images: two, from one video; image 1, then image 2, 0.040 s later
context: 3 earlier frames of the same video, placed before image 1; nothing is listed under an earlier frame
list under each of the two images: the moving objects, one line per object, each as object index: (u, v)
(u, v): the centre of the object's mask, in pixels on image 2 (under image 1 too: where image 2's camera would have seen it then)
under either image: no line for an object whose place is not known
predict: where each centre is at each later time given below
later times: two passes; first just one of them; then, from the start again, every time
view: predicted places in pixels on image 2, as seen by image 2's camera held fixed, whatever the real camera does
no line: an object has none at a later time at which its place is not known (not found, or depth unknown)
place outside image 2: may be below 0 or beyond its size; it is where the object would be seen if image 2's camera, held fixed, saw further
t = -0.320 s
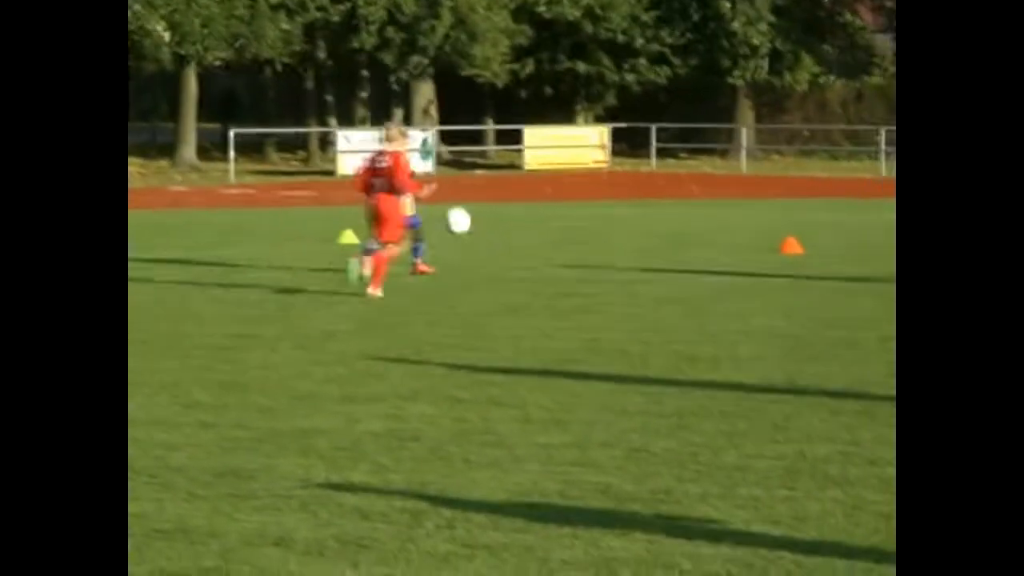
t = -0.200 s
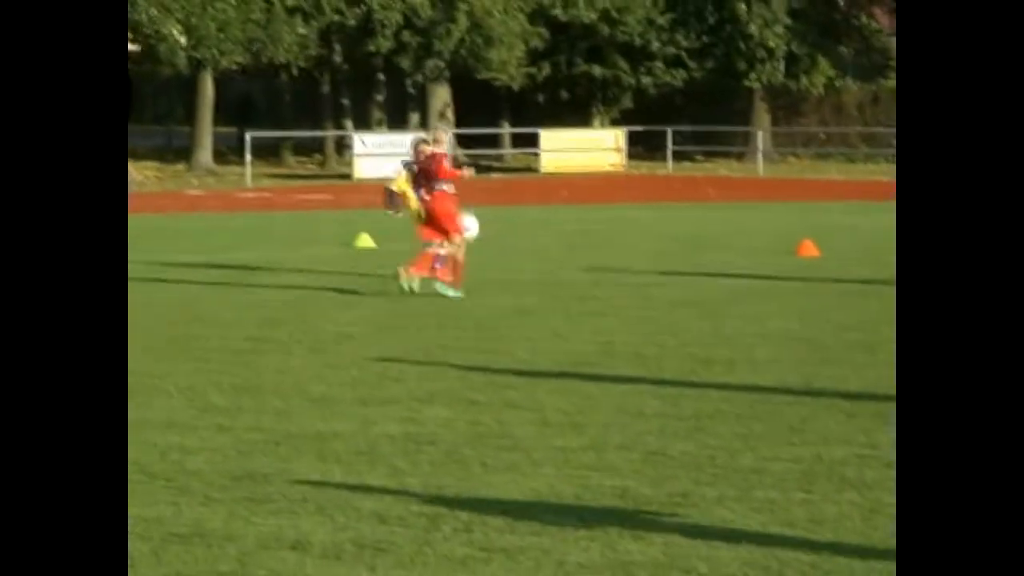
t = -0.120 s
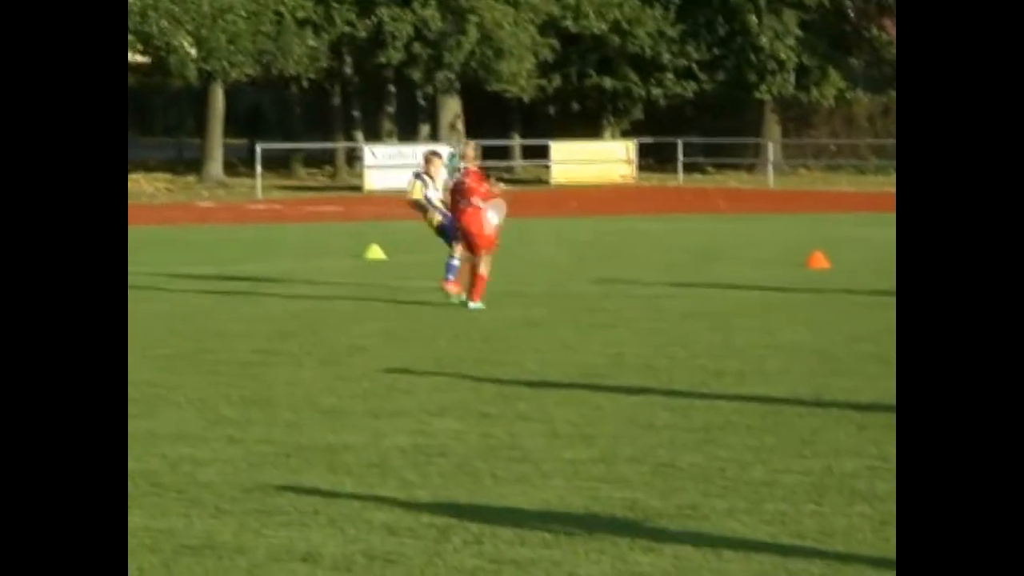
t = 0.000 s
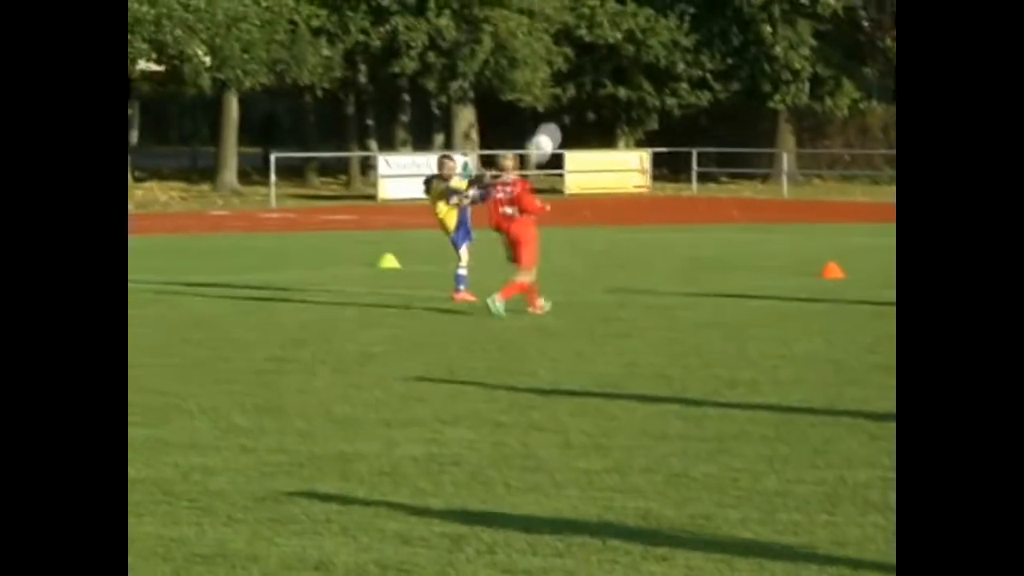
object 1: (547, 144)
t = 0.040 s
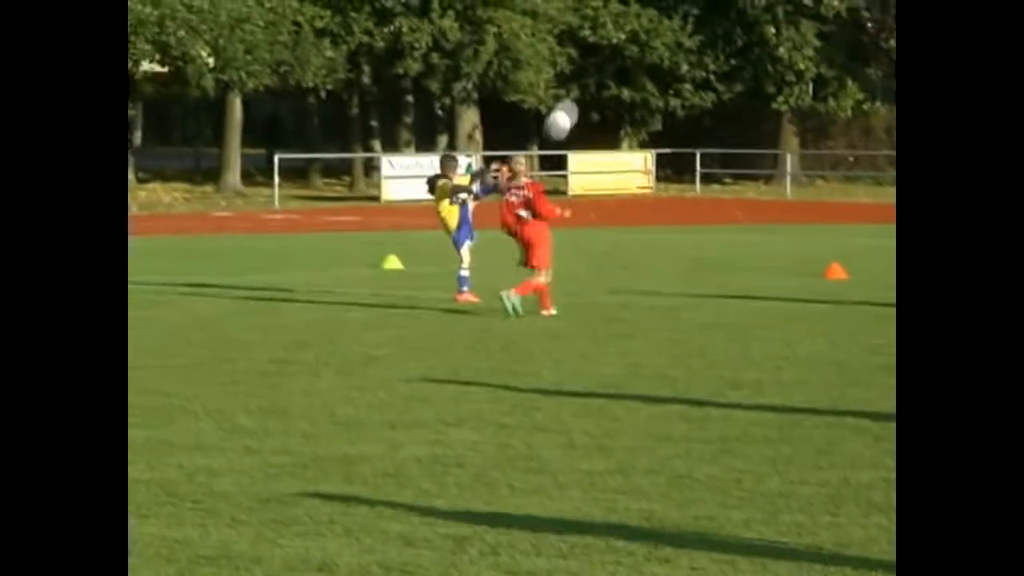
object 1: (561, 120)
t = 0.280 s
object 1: (650, 14)
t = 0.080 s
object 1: (576, 98)
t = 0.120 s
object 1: (589, 78)
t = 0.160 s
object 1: (605, 58)
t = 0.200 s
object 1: (620, 42)
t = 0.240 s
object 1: (636, 26)
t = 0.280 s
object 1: (650, 14)
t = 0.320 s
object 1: (665, 3)
